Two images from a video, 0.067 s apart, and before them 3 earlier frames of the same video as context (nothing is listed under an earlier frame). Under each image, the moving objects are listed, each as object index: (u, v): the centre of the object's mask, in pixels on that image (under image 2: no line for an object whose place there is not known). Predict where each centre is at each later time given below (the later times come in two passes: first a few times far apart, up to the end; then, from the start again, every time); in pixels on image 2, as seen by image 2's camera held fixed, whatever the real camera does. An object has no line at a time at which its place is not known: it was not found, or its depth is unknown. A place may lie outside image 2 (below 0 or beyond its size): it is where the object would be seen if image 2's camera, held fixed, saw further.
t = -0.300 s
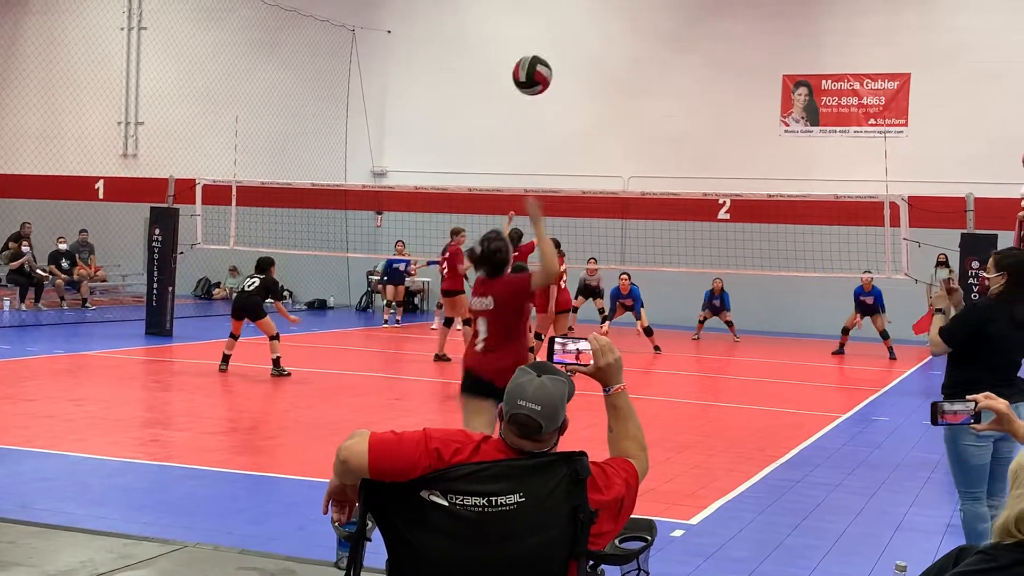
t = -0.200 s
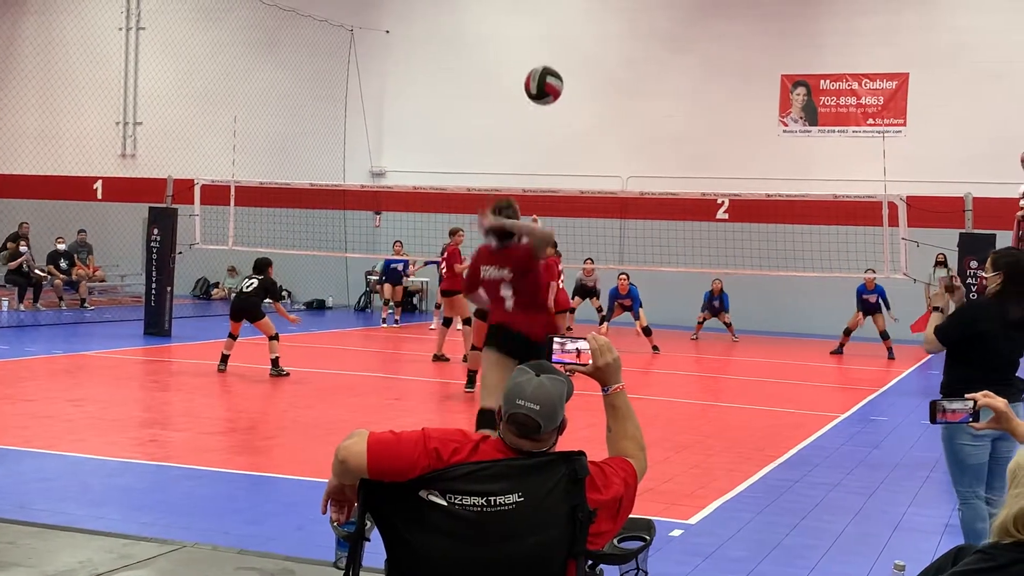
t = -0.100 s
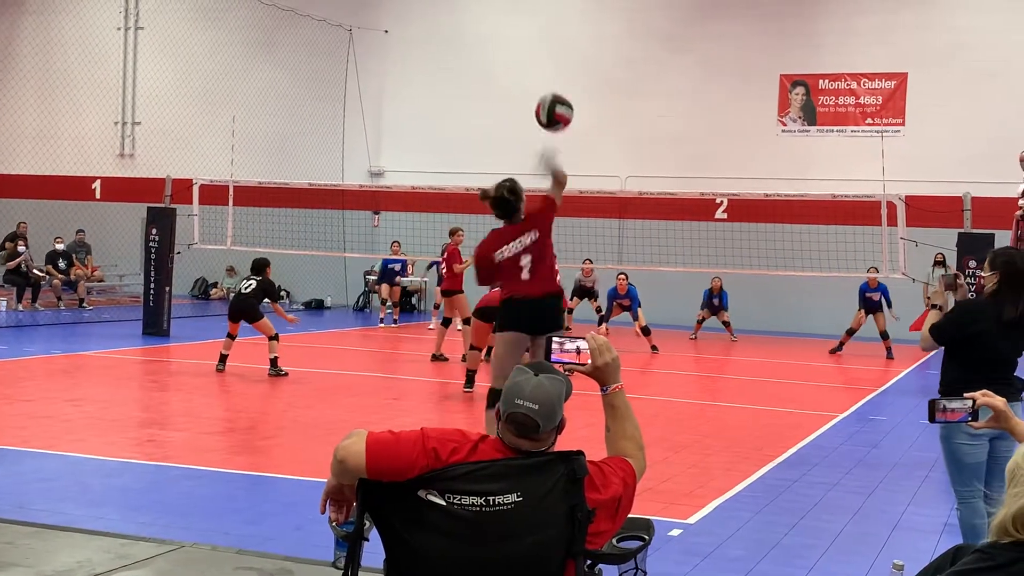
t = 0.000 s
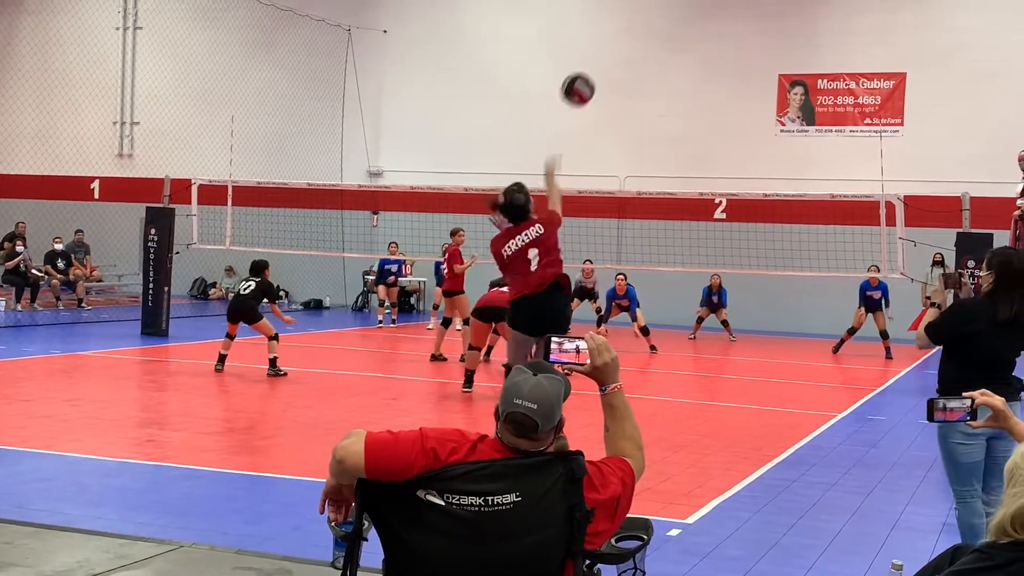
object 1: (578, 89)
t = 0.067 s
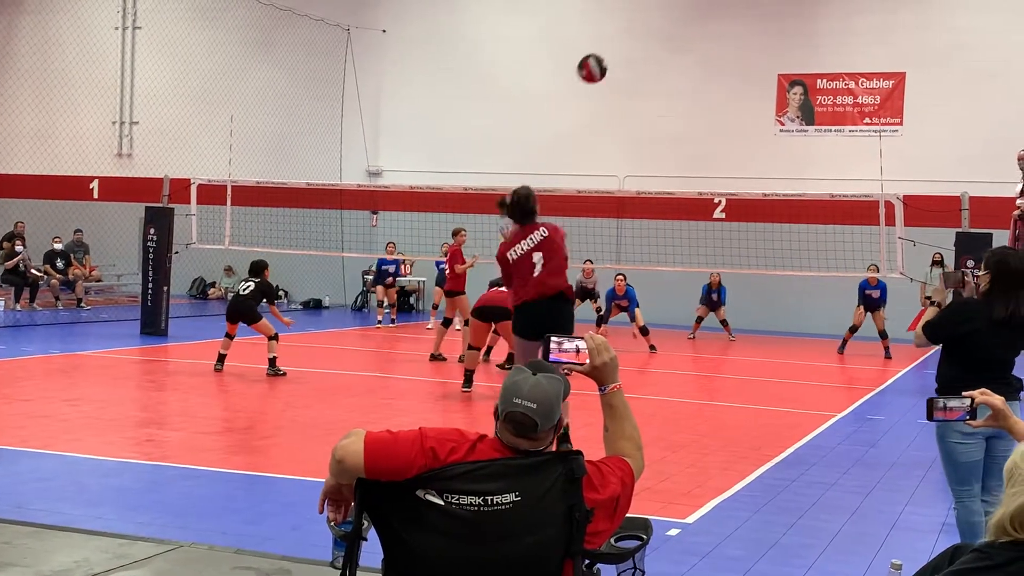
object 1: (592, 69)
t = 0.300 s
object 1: (622, 57)
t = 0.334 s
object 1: (625, 60)
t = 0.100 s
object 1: (598, 62)
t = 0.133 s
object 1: (603, 57)
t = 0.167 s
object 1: (608, 54)
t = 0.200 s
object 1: (612, 52)
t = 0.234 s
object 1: (615, 52)
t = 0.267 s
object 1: (619, 54)
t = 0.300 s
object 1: (622, 57)
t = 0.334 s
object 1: (625, 60)
